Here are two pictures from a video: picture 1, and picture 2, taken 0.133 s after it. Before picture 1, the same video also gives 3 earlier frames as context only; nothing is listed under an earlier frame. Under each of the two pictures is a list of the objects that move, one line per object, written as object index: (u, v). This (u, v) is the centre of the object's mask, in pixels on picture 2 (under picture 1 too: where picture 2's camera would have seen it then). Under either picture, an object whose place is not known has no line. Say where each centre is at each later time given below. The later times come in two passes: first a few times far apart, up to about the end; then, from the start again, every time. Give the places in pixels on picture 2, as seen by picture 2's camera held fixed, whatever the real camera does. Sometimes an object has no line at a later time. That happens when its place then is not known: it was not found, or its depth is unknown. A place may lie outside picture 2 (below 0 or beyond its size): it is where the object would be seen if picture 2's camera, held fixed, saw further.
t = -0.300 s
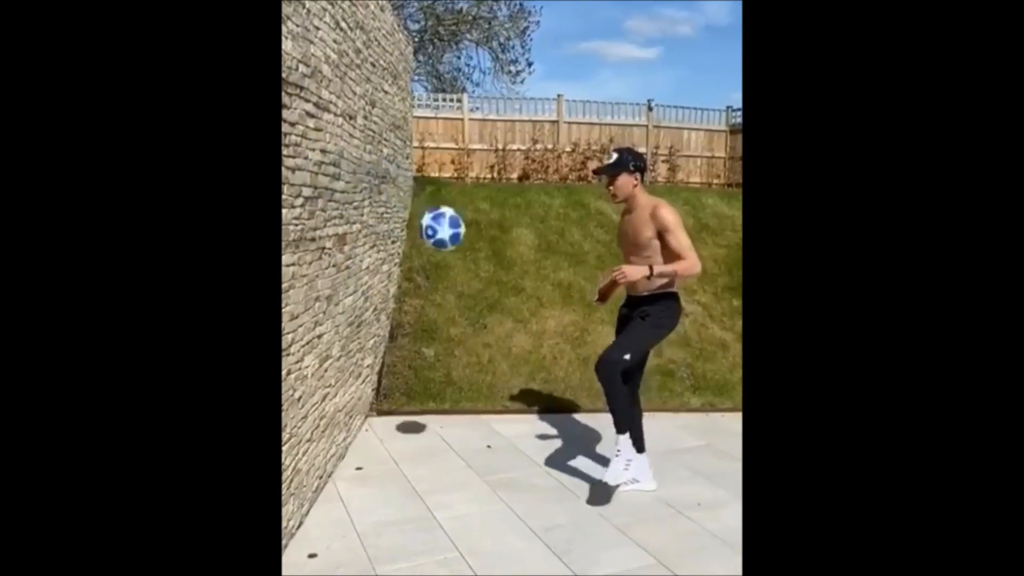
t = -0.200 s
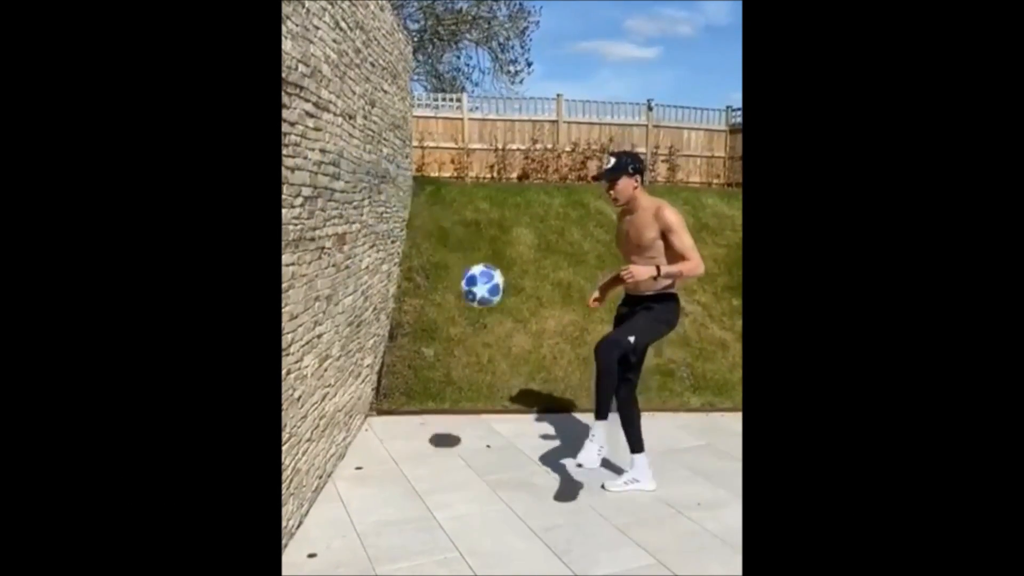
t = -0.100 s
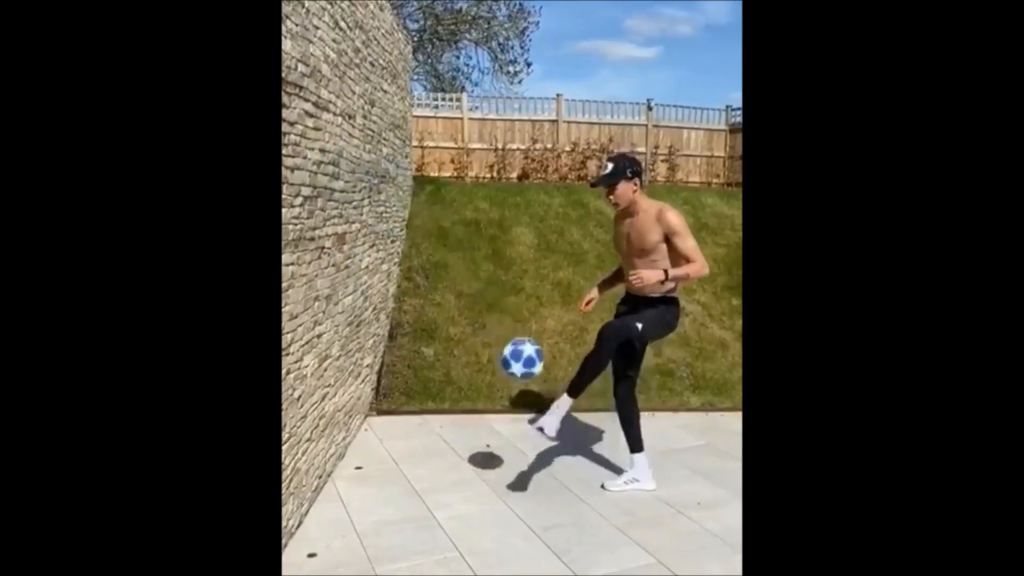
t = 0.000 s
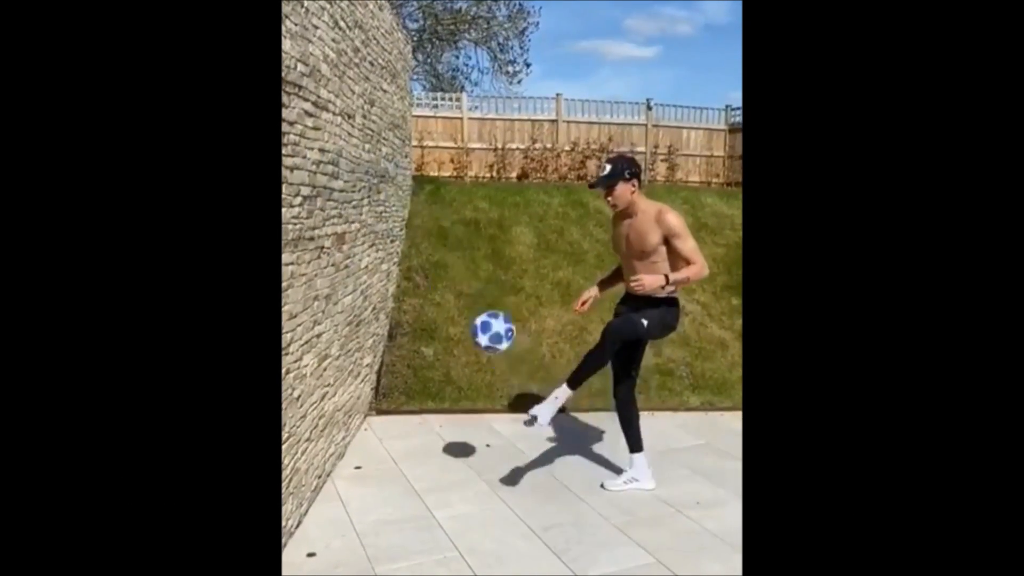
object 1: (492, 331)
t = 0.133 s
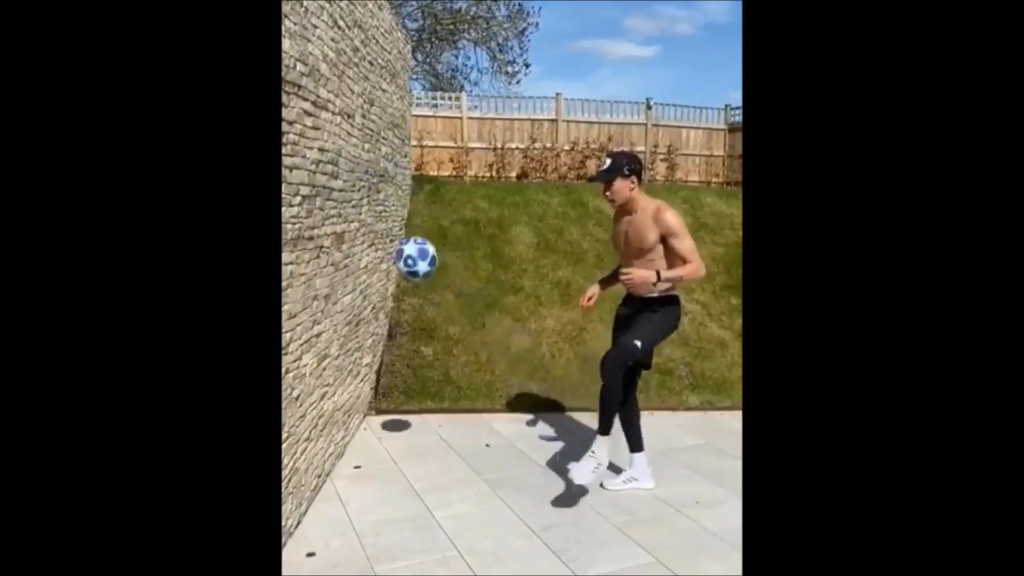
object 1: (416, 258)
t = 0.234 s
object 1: (362, 226)
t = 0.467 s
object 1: (402, 230)
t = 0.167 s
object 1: (397, 245)
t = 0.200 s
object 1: (379, 235)
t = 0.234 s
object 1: (362, 226)
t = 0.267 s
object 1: (352, 224)
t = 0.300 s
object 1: (327, 218)
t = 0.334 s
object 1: (338, 217)
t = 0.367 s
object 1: (355, 217)
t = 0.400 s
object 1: (370, 219)
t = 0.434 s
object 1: (386, 224)
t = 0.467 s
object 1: (402, 230)
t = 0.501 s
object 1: (418, 240)
